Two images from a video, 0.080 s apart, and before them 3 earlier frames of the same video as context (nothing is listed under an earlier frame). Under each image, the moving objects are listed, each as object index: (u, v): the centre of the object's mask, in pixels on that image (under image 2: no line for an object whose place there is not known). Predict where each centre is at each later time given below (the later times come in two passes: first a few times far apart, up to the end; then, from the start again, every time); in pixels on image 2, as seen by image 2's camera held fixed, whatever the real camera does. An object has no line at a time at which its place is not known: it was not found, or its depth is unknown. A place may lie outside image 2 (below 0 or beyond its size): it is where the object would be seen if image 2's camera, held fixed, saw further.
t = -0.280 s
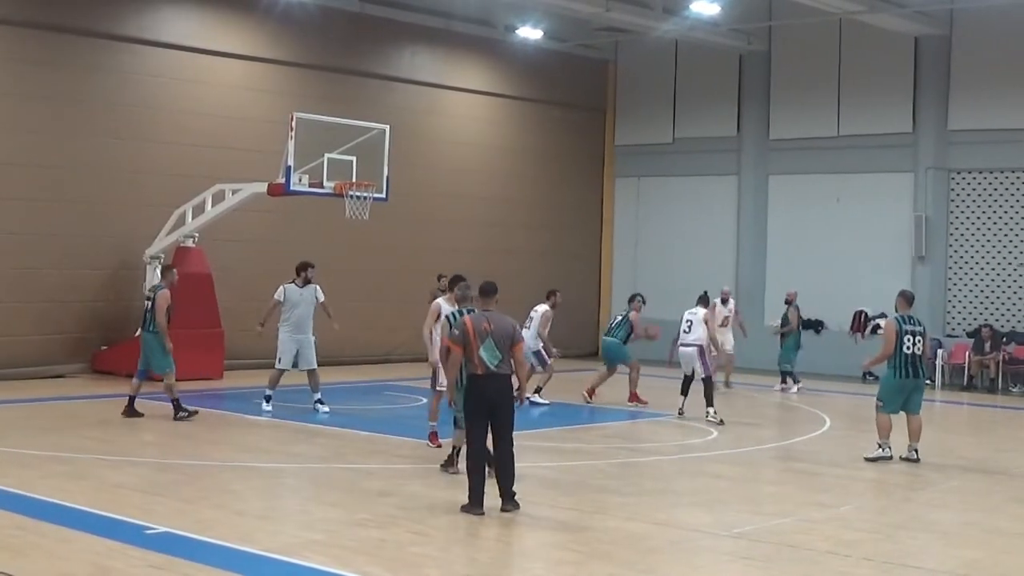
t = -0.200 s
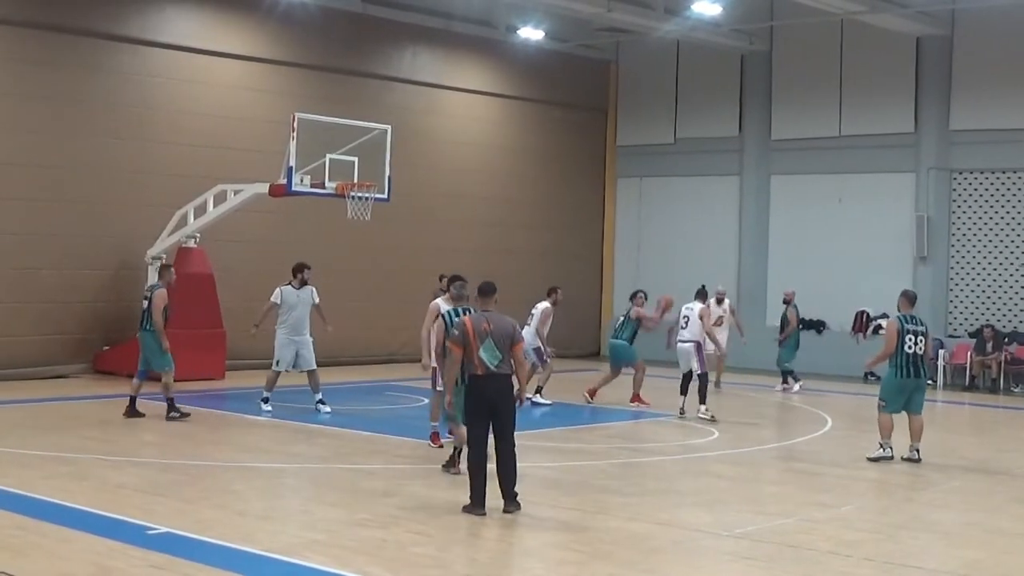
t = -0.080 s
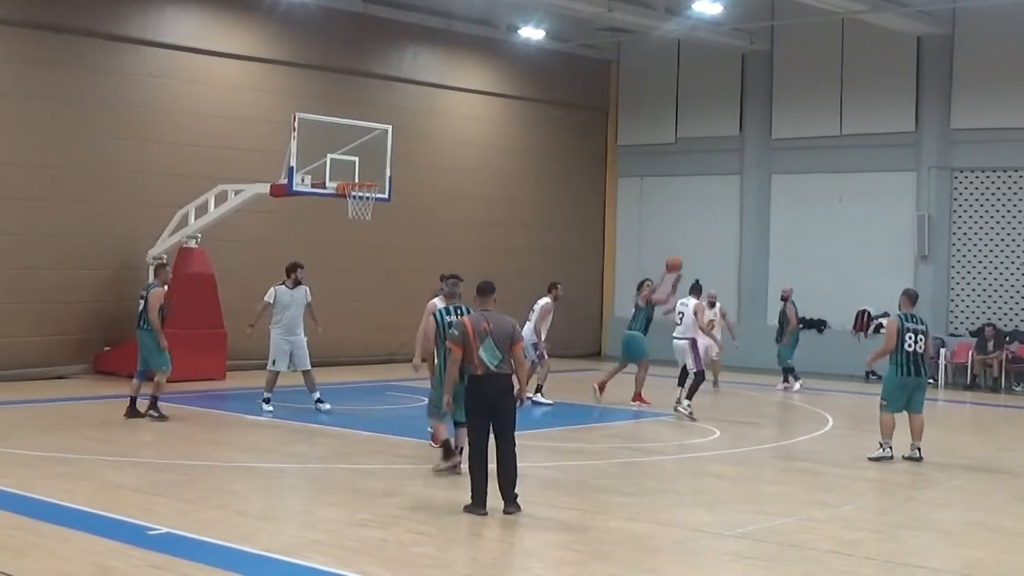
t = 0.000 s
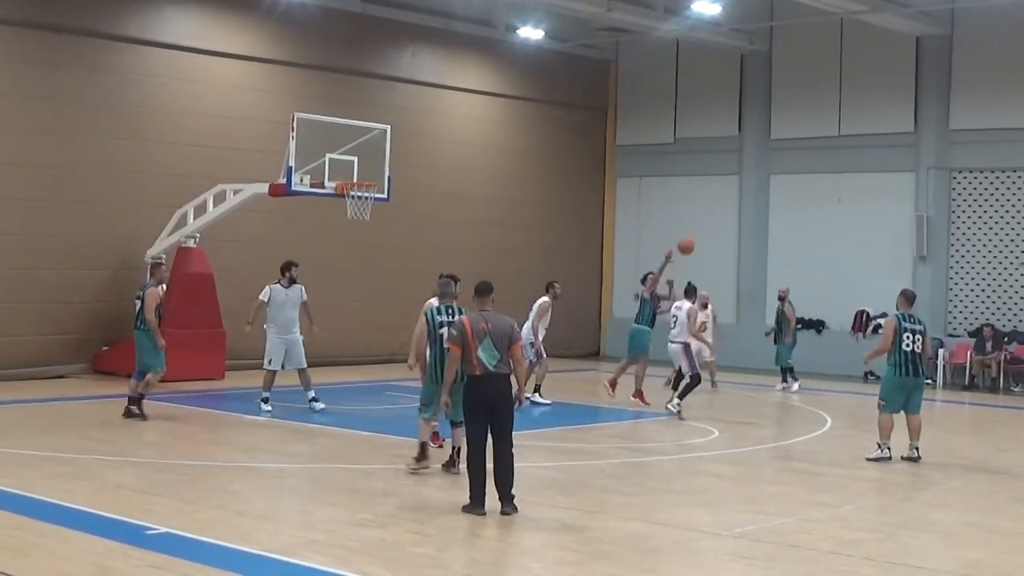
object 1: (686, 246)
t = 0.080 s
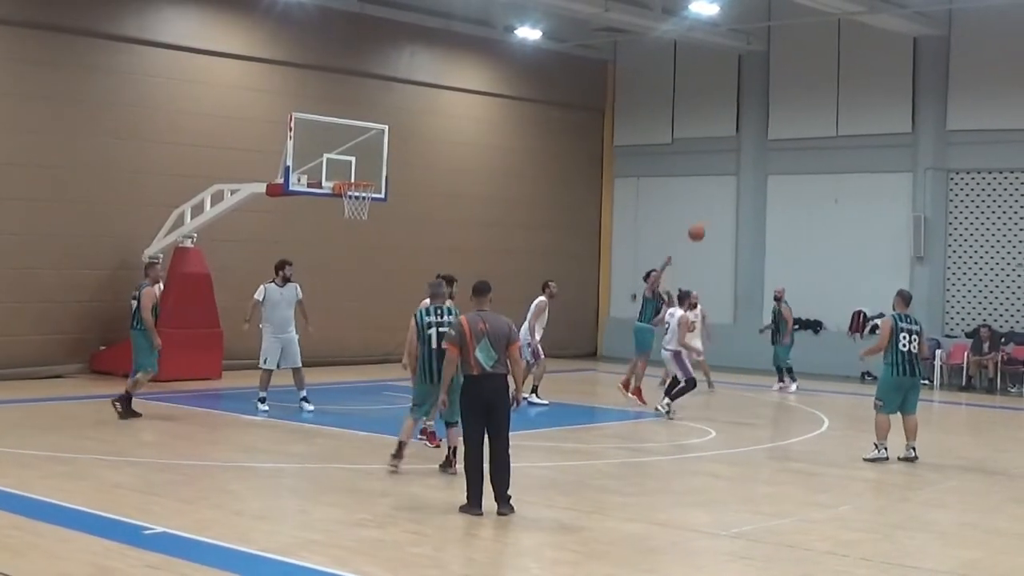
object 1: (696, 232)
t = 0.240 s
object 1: (723, 216)
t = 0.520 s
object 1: (774, 235)
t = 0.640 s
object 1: (797, 264)
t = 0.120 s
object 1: (703, 227)
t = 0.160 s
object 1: (710, 222)
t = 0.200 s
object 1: (717, 218)
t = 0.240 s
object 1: (723, 216)
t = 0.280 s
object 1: (730, 215)
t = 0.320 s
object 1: (737, 214)
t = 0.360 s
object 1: (744, 216)
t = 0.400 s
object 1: (752, 218)
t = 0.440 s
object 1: (759, 222)
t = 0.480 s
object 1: (766, 228)
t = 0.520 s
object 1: (774, 235)
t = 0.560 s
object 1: (782, 243)
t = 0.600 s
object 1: (789, 253)
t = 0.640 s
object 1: (797, 264)
